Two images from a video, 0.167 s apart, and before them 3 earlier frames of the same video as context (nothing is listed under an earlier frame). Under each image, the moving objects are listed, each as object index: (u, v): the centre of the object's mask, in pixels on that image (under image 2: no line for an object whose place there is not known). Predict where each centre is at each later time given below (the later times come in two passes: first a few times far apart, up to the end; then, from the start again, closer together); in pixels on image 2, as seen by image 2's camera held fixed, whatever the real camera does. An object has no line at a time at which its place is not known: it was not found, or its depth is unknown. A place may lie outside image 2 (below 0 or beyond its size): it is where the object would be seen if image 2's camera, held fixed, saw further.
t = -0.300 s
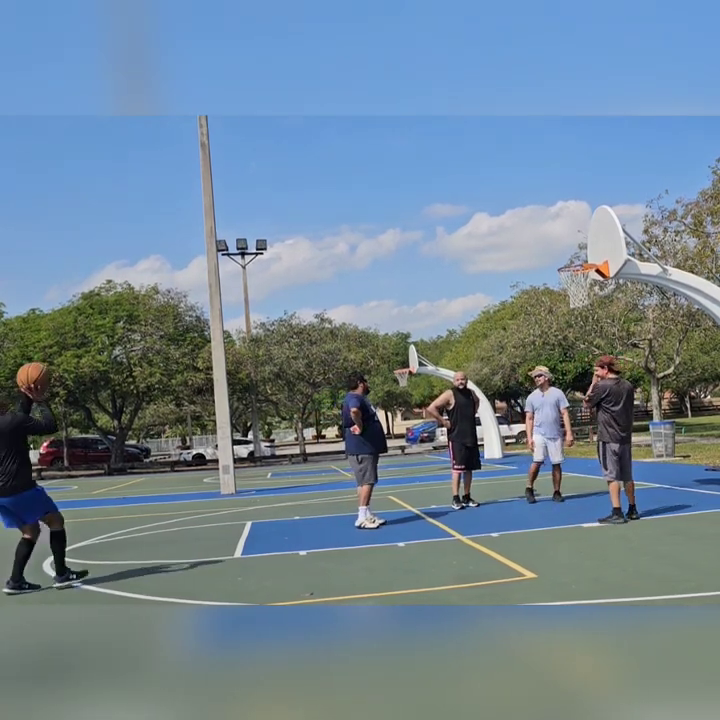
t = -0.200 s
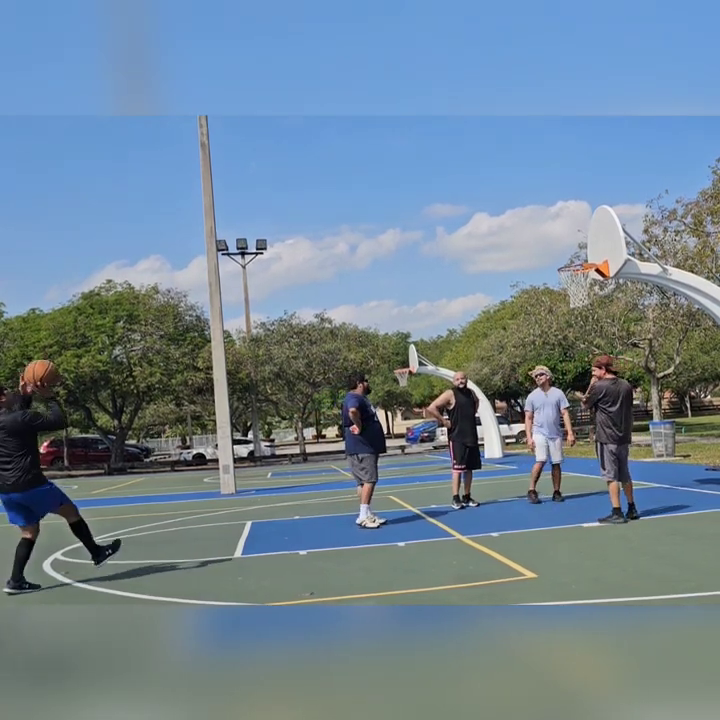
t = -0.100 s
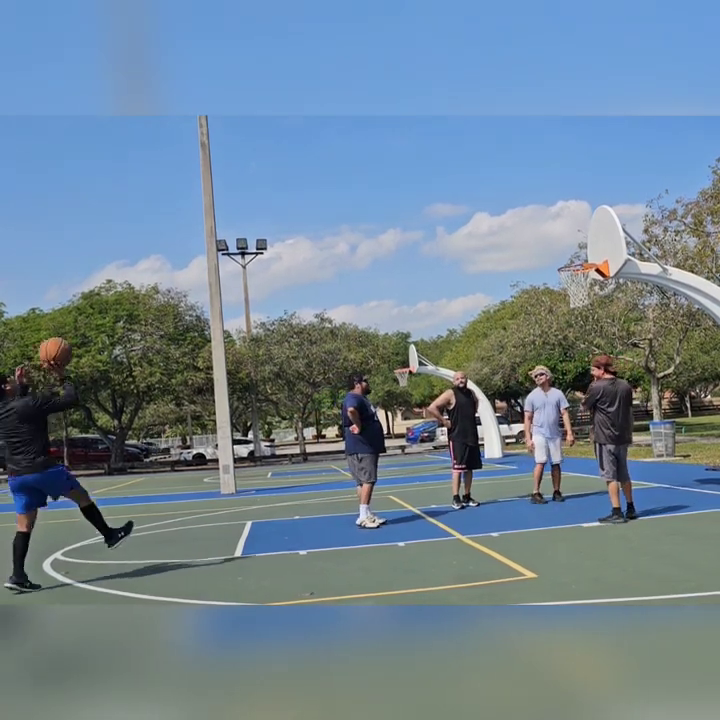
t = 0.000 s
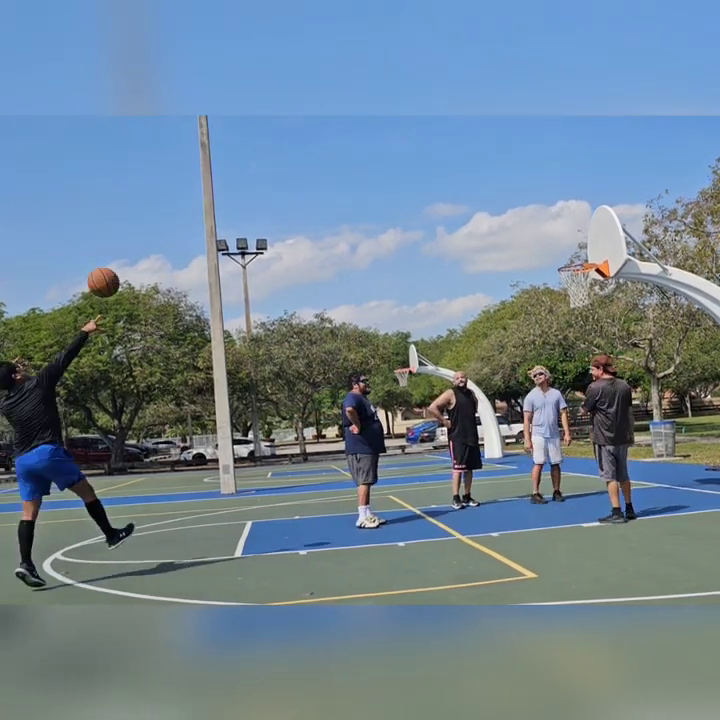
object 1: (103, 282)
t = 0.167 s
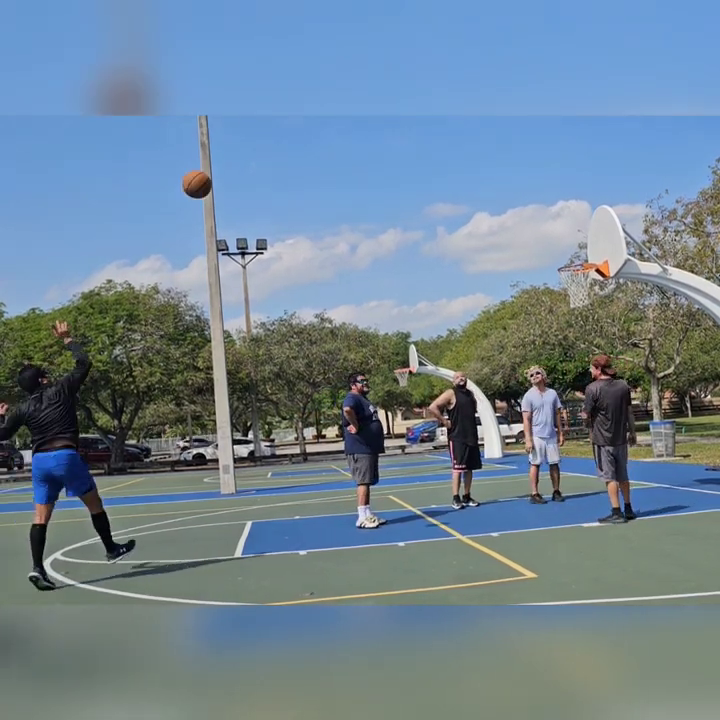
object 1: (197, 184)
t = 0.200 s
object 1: (214, 170)
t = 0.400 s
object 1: (308, 122)
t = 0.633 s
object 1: (403, 119)
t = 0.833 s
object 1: (474, 146)
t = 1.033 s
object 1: (539, 206)
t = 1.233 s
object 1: (573, 281)
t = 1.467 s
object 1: (560, 281)
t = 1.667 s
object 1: (566, 301)
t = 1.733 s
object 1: (568, 316)
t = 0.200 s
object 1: (214, 170)
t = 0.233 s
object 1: (230, 157)
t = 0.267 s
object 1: (247, 147)
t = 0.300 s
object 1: (262, 137)
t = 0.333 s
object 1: (278, 129)
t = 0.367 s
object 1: (293, 124)
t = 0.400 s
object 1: (308, 122)
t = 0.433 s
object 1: (323, 120)
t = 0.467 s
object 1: (336, 119)
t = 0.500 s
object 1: (350, 118)
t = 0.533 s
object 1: (364, 117)
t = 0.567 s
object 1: (377, 117)
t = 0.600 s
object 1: (390, 118)
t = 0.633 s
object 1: (403, 119)
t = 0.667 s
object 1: (415, 121)
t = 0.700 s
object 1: (427, 123)
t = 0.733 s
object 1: (439, 126)
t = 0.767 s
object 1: (451, 132)
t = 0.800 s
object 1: (463, 138)
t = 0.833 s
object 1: (474, 146)
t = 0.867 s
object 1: (485, 154)
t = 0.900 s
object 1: (496, 163)
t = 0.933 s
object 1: (507, 173)
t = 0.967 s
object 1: (518, 183)
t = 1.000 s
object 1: (529, 195)
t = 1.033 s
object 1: (539, 206)
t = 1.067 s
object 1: (549, 219)
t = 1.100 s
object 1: (560, 232)
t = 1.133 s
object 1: (569, 245)
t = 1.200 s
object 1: (580, 272)
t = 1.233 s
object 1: (573, 281)
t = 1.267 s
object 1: (568, 286)
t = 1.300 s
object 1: (564, 284)
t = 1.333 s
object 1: (563, 282)
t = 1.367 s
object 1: (561, 281)
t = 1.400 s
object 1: (561, 280)
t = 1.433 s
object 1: (560, 281)
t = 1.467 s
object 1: (560, 281)
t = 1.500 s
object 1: (560, 282)
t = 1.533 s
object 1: (561, 284)
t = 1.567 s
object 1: (562, 288)
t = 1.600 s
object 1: (563, 291)
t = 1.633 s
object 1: (564, 296)
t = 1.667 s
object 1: (566, 301)
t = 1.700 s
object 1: (567, 308)
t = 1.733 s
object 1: (568, 316)
